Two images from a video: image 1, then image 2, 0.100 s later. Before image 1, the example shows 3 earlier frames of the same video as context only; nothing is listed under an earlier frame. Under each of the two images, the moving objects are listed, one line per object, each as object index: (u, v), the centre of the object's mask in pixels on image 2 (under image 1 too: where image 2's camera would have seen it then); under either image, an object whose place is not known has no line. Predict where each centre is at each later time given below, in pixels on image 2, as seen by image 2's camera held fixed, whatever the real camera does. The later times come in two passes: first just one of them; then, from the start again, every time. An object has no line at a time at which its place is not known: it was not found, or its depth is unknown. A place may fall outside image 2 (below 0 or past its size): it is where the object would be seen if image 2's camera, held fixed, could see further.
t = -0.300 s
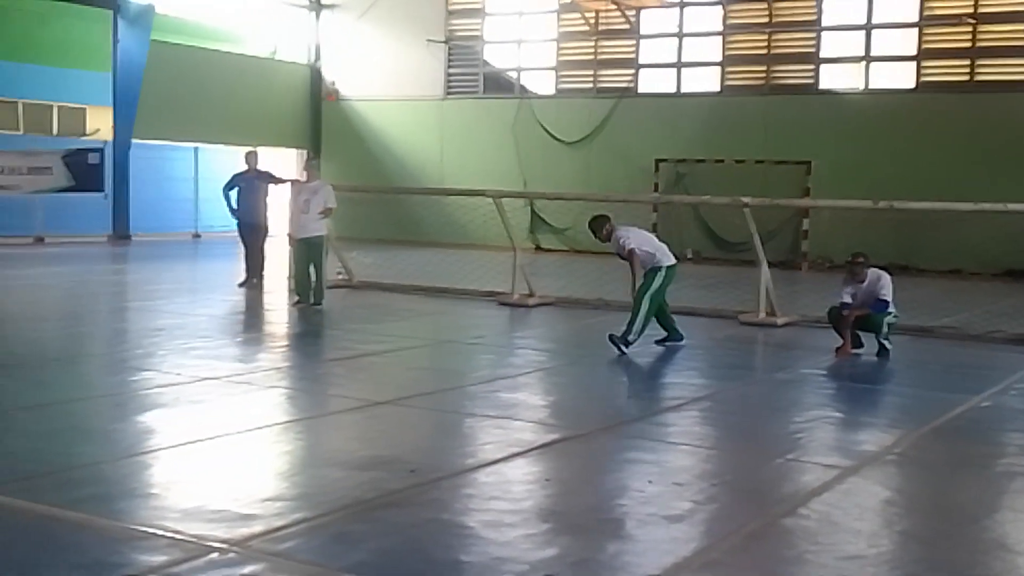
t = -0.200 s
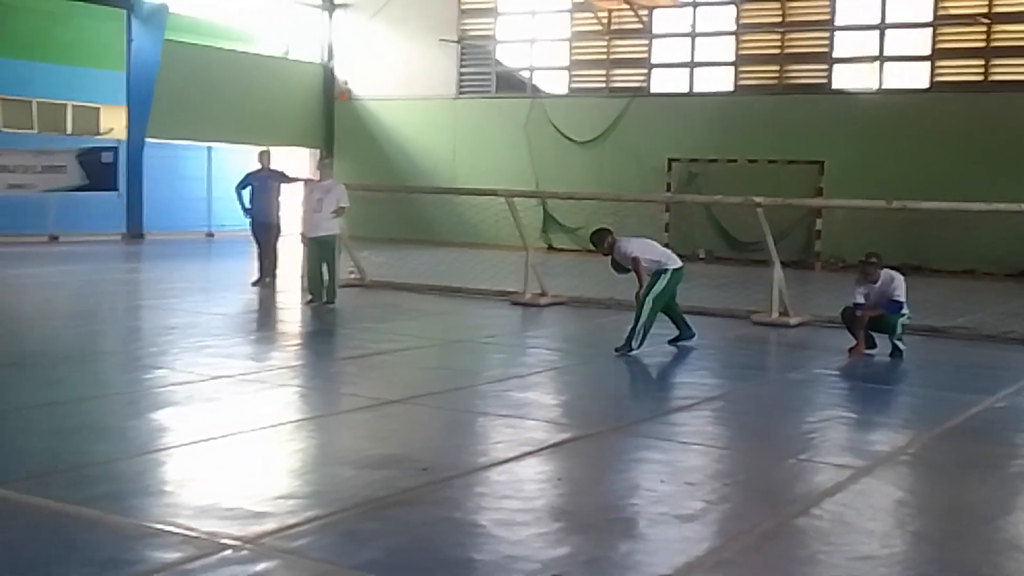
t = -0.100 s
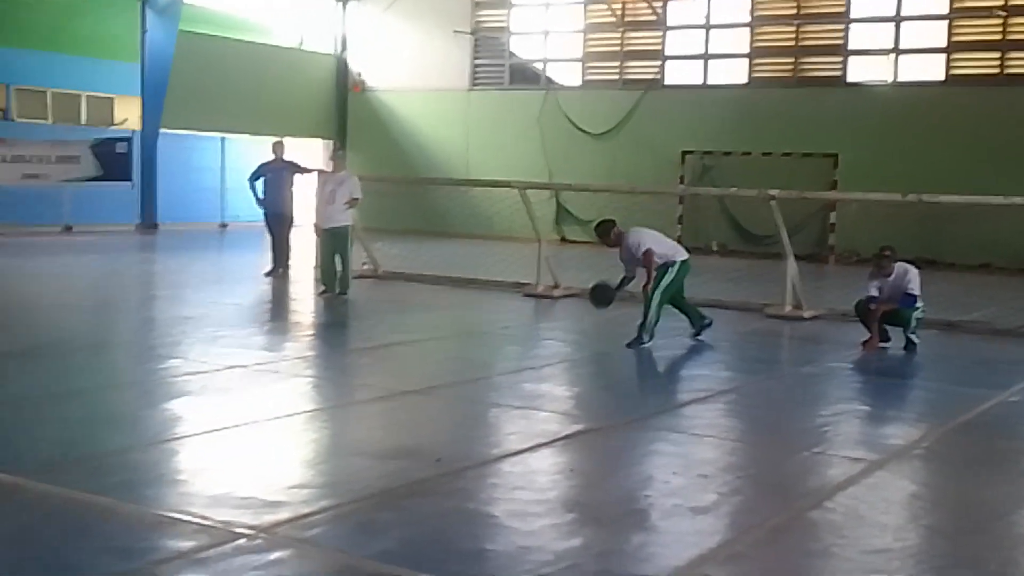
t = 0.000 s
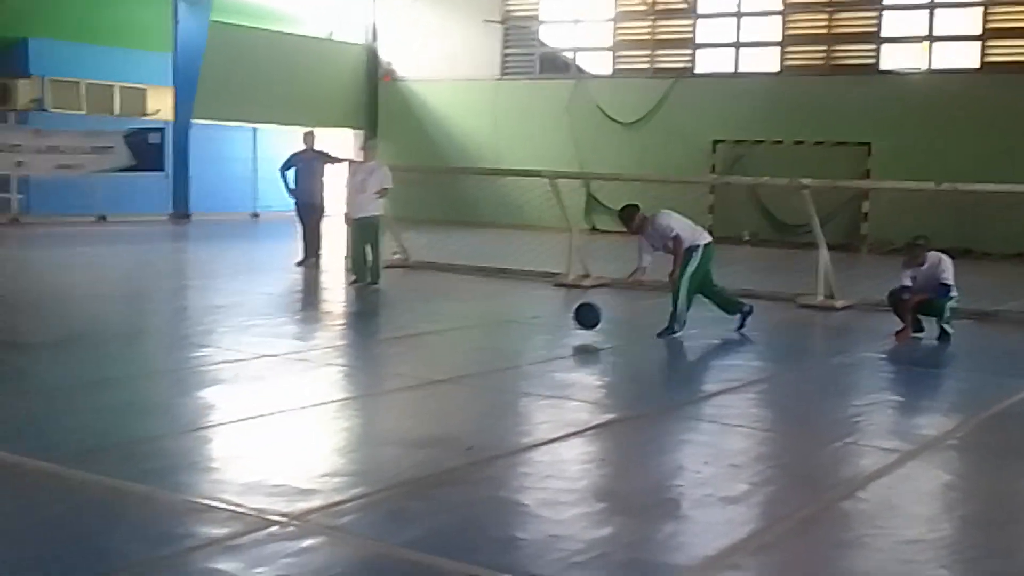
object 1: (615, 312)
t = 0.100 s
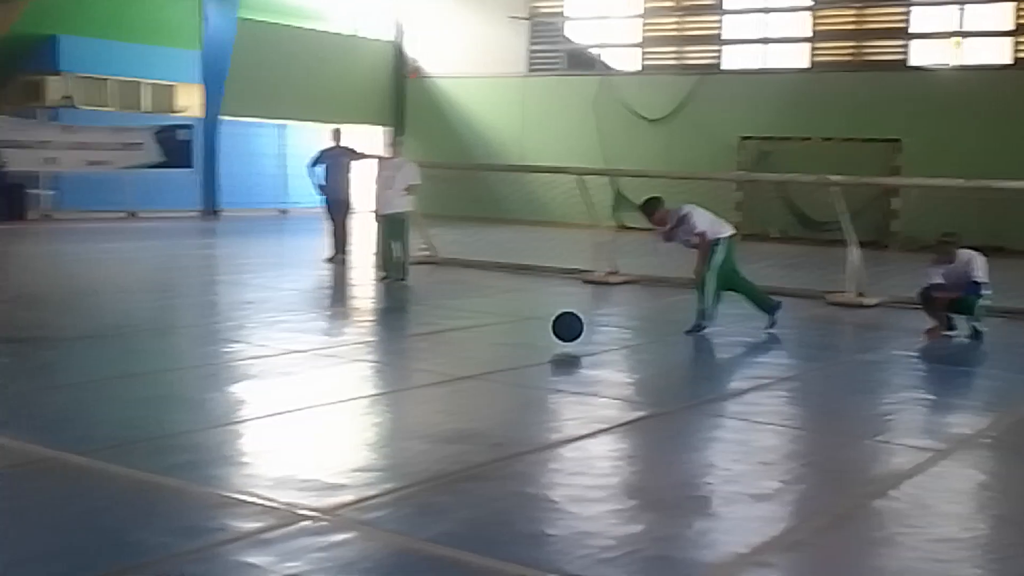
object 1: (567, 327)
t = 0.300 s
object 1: (459, 348)
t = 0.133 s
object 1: (552, 326)
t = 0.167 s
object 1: (535, 327)
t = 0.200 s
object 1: (518, 330)
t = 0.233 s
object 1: (499, 334)
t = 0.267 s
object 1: (479, 341)
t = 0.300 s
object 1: (459, 348)
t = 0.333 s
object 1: (437, 359)
